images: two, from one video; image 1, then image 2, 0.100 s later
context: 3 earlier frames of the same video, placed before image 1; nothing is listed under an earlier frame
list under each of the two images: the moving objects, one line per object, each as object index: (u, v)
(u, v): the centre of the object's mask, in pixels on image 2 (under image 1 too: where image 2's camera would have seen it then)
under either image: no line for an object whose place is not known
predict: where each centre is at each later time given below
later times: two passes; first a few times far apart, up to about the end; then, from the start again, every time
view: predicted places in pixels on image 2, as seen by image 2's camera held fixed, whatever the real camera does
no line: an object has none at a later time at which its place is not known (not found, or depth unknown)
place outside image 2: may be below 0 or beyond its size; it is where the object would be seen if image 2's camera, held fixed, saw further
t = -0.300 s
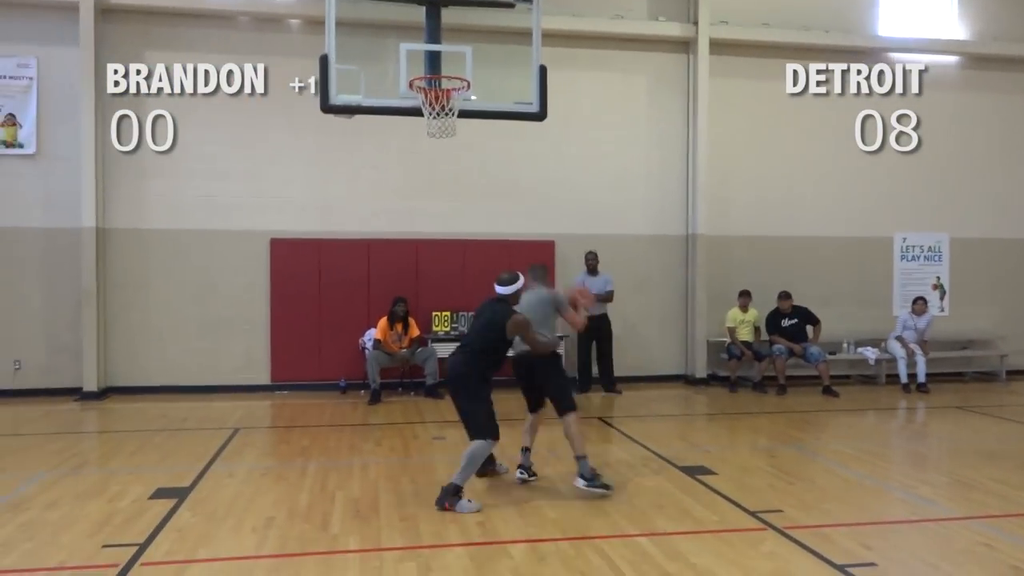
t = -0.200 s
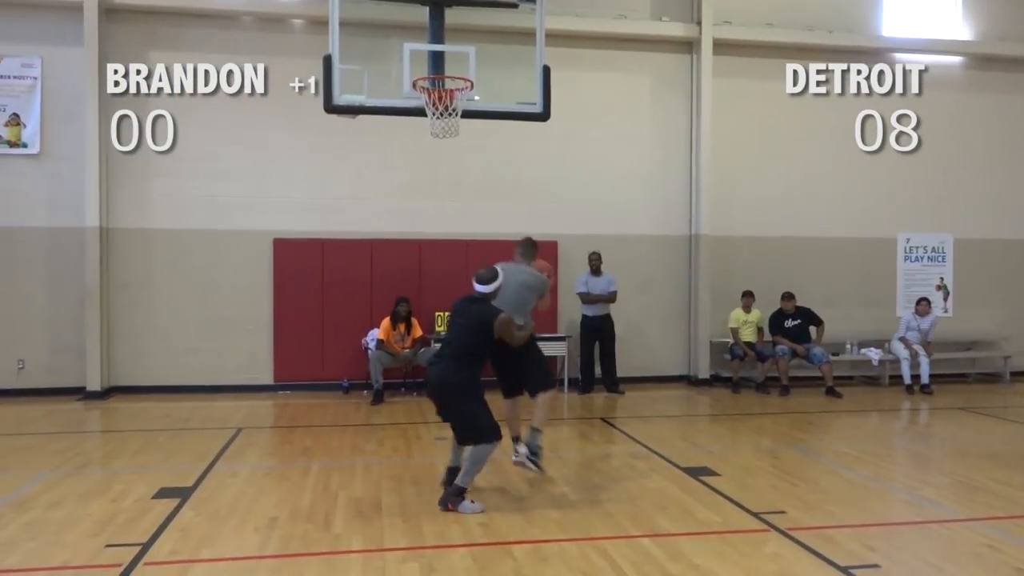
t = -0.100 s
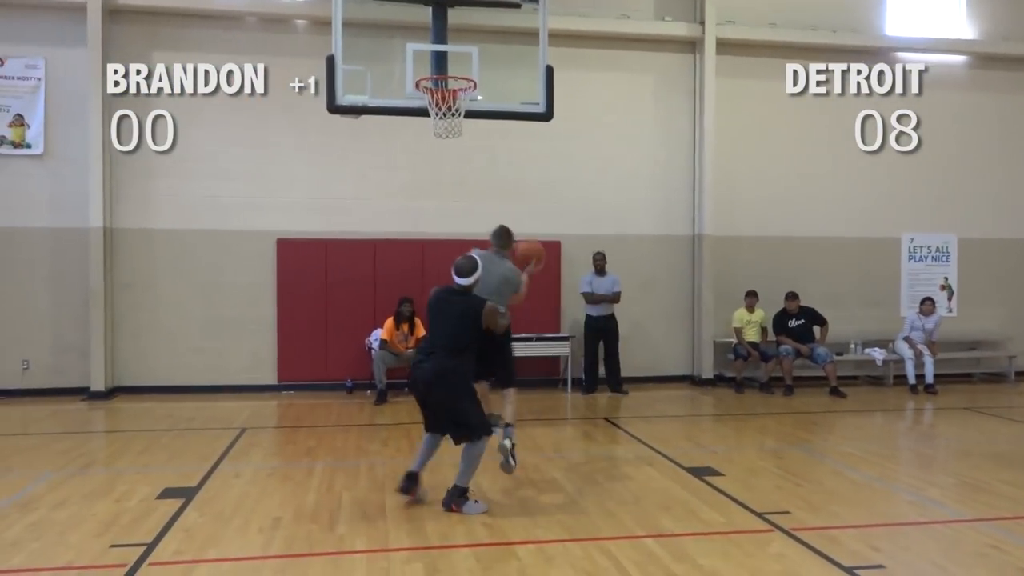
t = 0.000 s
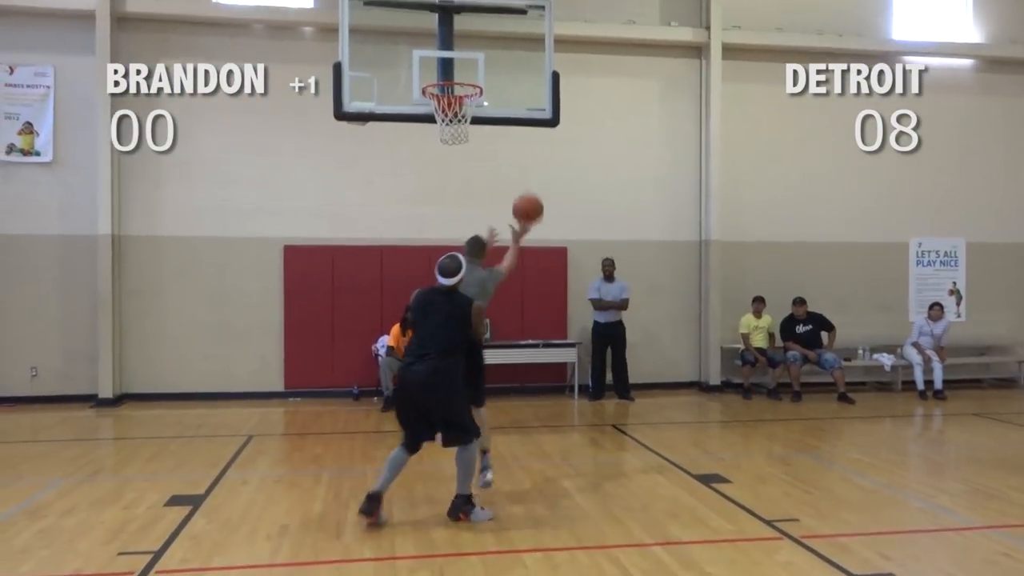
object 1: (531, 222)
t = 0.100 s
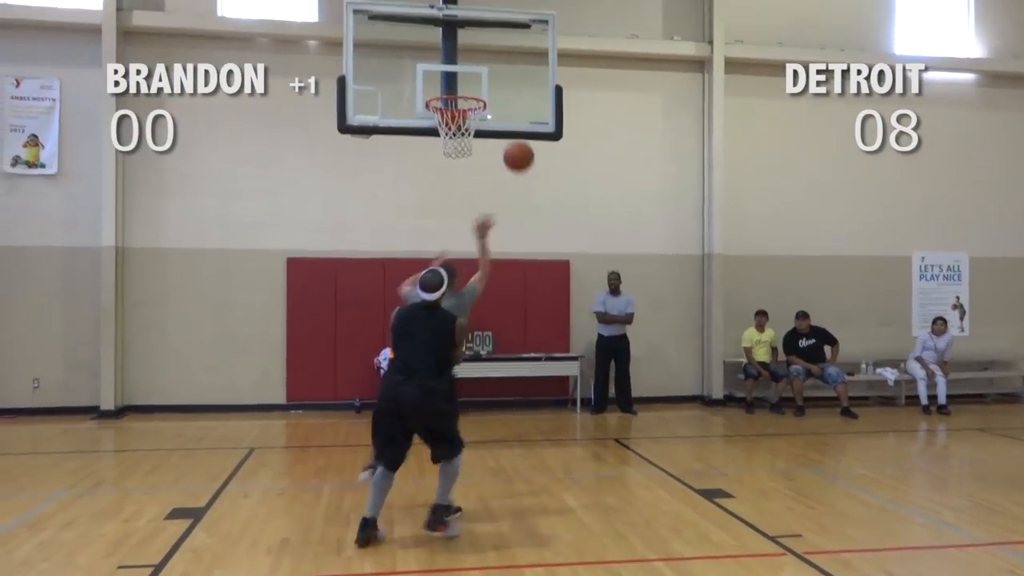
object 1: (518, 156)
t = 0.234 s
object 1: (503, 91)
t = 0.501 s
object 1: (474, 32)
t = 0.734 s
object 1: (449, 46)
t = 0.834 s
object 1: (435, 71)
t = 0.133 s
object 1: (514, 138)
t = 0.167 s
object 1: (510, 120)
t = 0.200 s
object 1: (507, 105)
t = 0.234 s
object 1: (503, 91)
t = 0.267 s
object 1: (499, 78)
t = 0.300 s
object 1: (496, 67)
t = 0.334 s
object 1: (492, 58)
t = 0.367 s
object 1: (489, 50)
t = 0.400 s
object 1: (485, 43)
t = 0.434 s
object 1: (481, 38)
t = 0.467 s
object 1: (478, 34)
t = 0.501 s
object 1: (474, 32)
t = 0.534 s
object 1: (471, 30)
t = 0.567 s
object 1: (468, 30)
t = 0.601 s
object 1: (464, 31)
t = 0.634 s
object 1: (461, 33)
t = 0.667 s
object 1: (457, 36)
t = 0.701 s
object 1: (453, 40)
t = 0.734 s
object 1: (449, 46)
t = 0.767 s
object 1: (444, 53)
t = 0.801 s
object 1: (439, 61)
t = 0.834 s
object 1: (435, 71)
